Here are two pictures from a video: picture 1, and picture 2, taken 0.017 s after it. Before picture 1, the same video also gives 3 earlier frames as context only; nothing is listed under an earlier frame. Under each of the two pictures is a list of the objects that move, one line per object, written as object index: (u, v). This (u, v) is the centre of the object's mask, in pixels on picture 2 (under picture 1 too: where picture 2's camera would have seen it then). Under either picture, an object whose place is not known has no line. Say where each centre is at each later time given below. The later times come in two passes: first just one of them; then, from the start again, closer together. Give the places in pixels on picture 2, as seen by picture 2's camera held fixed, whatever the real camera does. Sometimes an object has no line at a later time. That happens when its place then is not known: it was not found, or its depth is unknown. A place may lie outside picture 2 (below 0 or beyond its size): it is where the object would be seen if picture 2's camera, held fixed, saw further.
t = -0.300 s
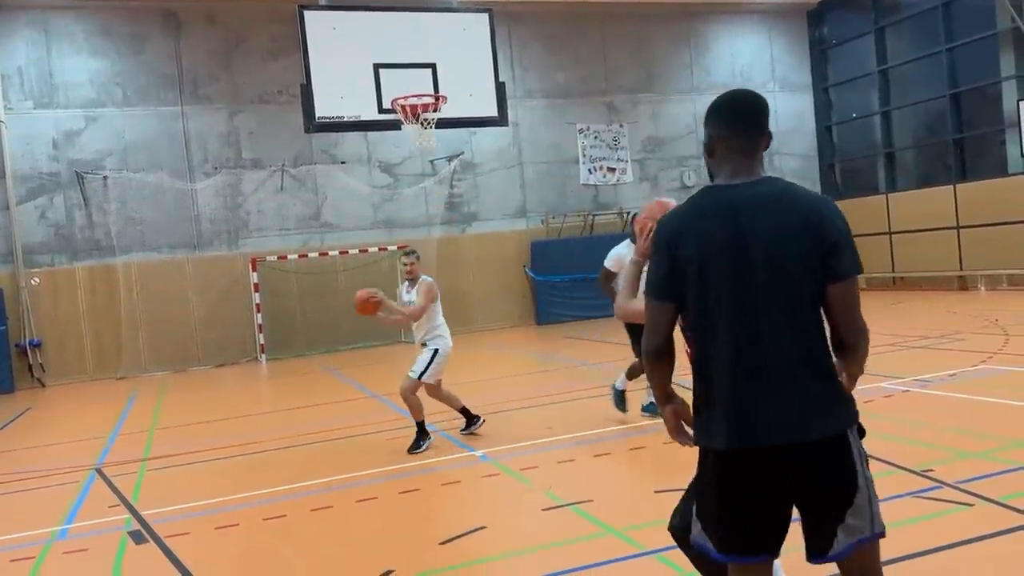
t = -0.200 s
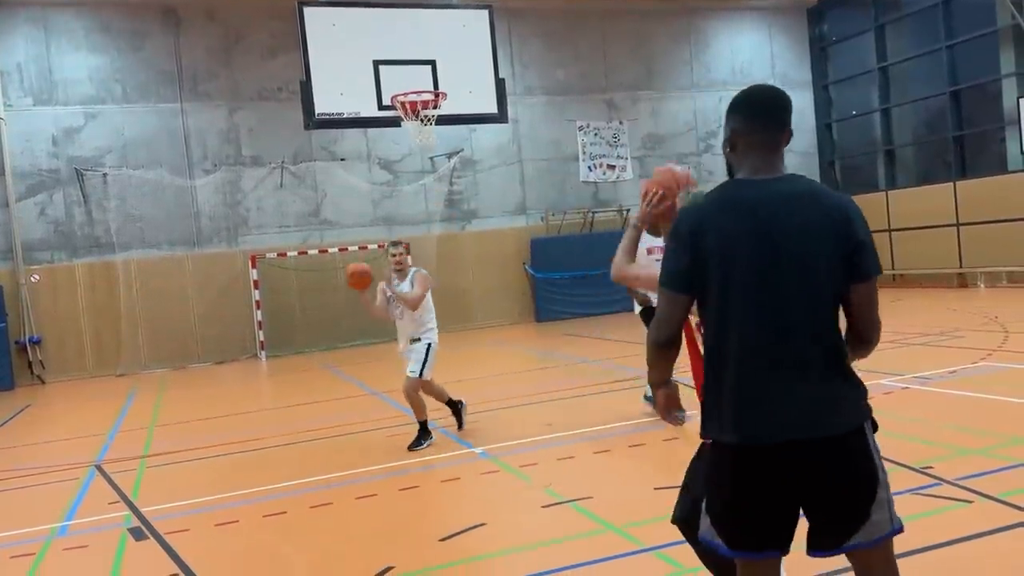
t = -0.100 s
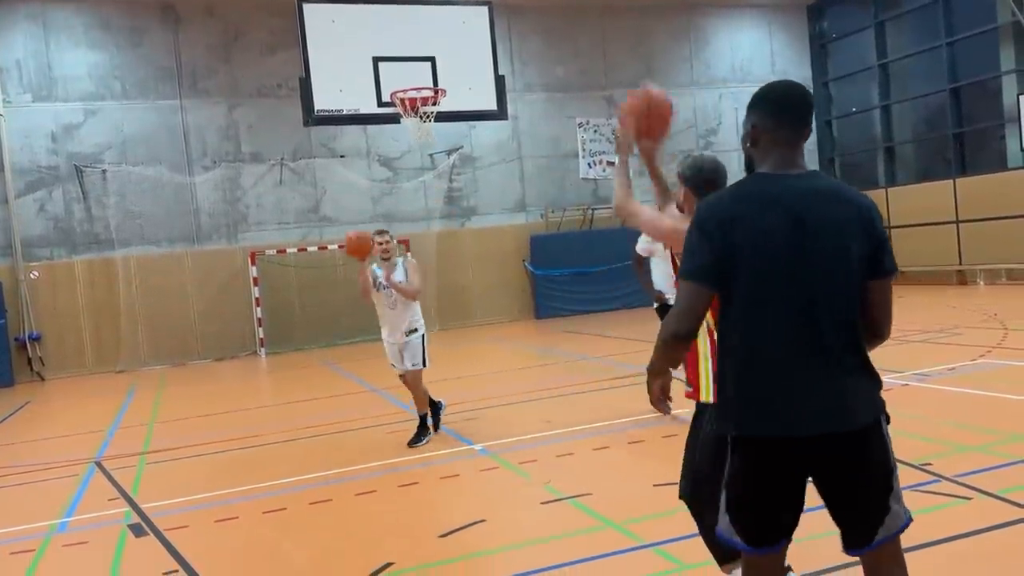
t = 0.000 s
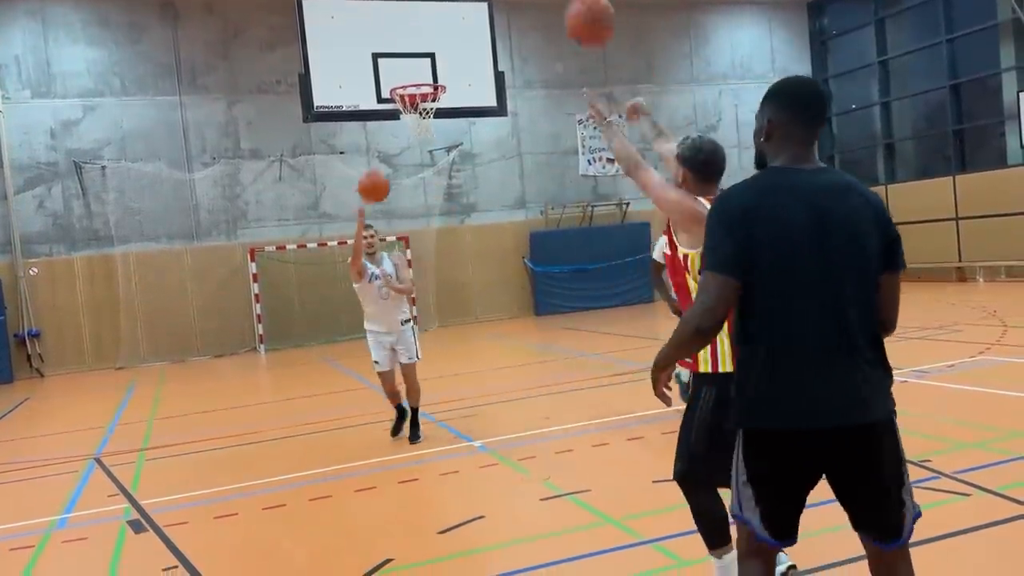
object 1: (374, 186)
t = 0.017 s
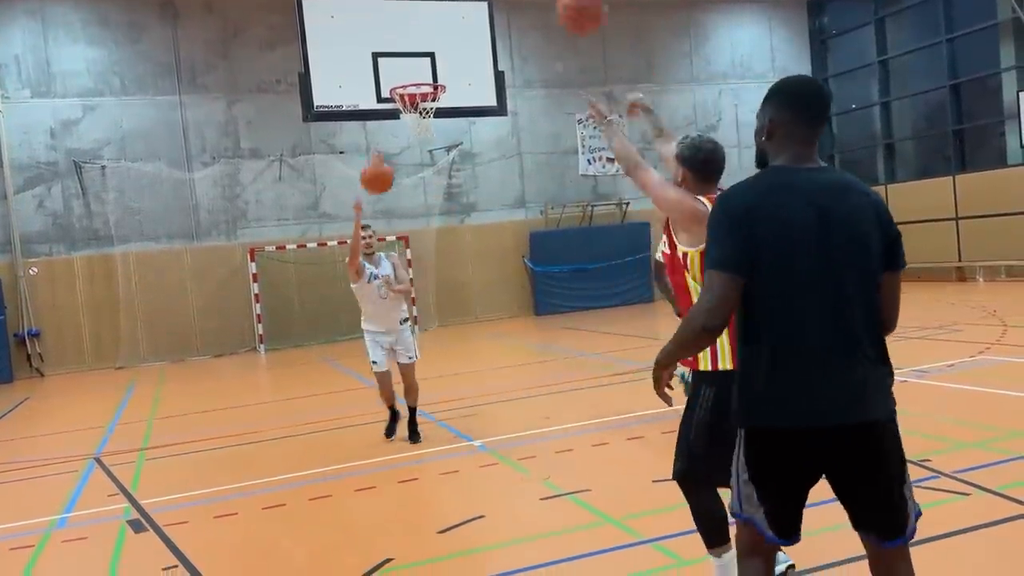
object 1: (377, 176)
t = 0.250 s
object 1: (447, 66)
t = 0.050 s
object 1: (385, 160)
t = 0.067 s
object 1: (389, 151)
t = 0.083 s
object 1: (393, 142)
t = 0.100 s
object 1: (398, 134)
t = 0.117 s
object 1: (401, 126)
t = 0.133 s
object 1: (407, 118)
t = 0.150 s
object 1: (412, 109)
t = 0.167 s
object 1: (418, 101)
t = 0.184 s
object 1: (422, 94)
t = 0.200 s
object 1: (428, 87)
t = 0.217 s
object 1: (434, 80)
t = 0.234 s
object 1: (441, 73)
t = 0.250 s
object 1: (447, 66)
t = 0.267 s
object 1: (454, 59)
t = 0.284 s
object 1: (461, 53)
